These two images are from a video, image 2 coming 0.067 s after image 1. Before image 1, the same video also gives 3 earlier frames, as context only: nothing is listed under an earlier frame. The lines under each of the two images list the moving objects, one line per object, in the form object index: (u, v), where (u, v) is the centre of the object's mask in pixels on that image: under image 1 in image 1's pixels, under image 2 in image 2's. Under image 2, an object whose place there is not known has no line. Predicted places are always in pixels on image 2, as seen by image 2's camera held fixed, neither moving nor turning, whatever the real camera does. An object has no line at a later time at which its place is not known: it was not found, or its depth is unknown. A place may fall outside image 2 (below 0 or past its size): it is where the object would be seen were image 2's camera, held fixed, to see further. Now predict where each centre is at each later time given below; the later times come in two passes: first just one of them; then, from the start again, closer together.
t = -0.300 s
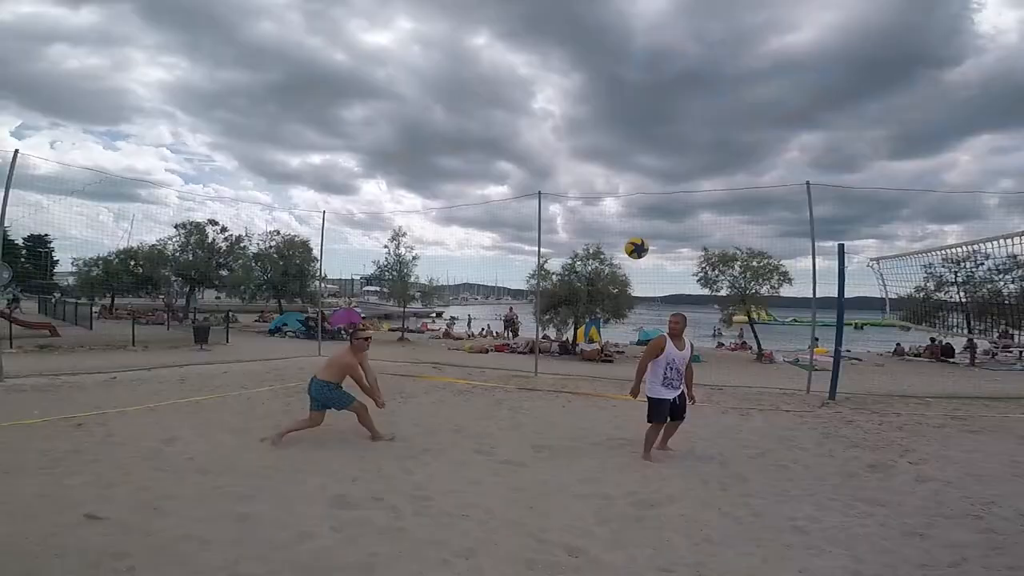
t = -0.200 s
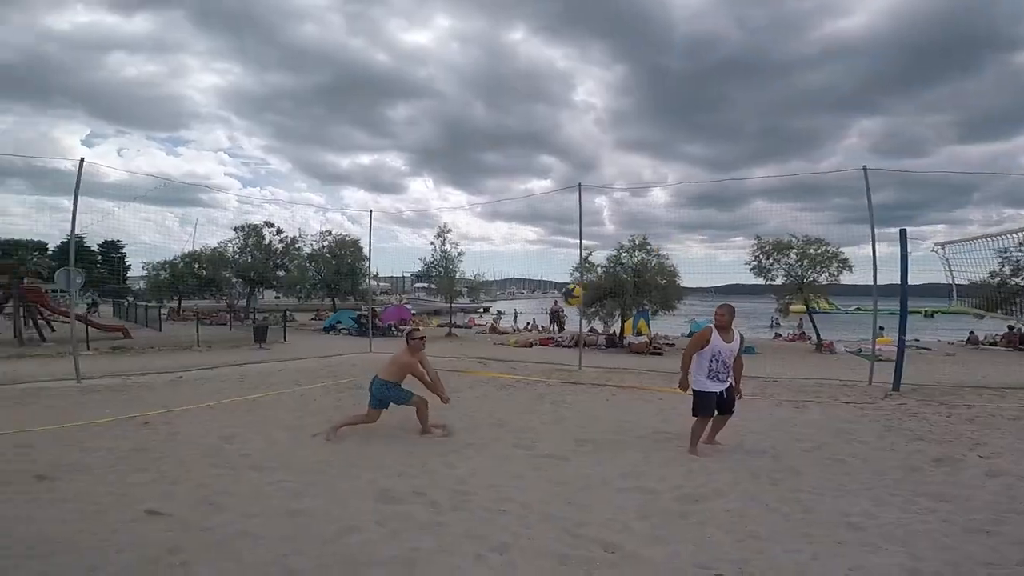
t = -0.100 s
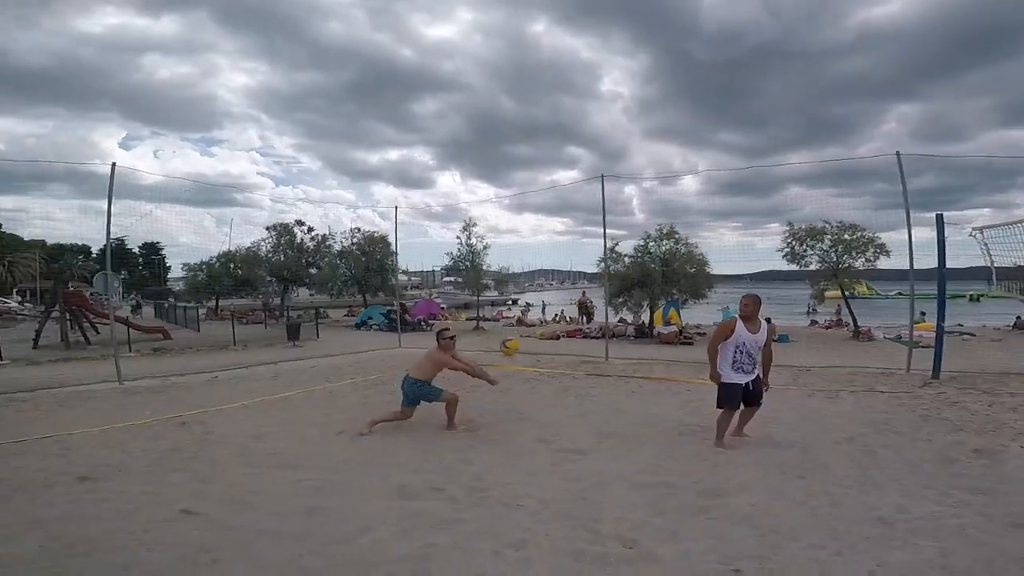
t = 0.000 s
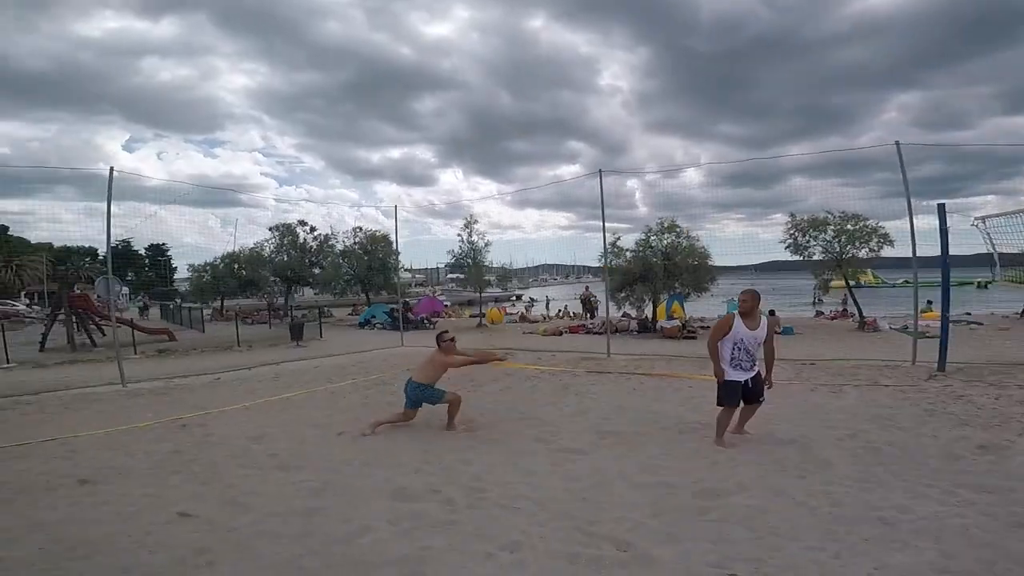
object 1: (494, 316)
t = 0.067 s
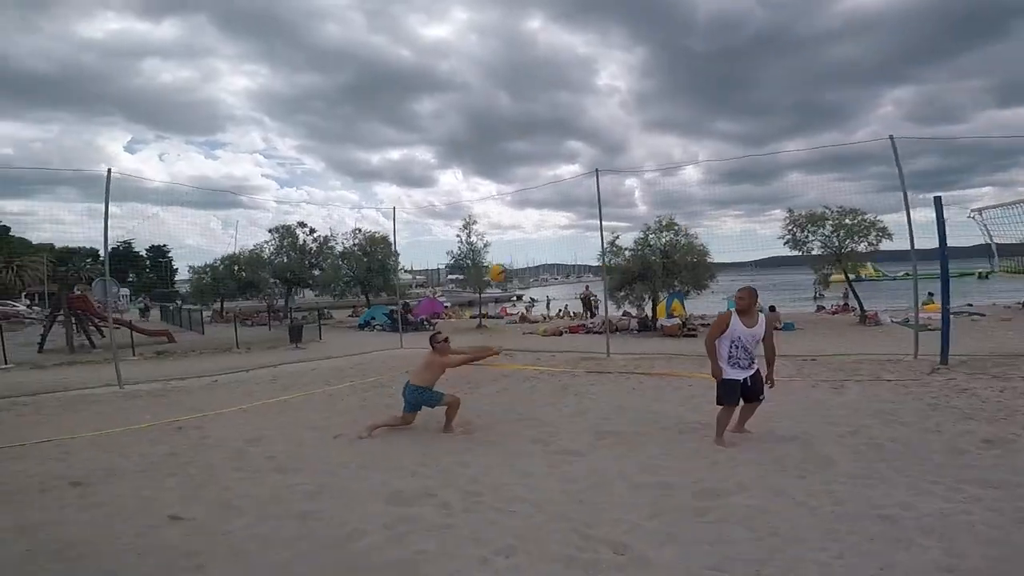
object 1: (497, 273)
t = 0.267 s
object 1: (513, 163)
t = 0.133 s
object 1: (502, 231)
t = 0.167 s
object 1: (505, 212)
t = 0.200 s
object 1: (508, 195)
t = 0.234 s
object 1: (510, 178)
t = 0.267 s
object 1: (513, 163)
